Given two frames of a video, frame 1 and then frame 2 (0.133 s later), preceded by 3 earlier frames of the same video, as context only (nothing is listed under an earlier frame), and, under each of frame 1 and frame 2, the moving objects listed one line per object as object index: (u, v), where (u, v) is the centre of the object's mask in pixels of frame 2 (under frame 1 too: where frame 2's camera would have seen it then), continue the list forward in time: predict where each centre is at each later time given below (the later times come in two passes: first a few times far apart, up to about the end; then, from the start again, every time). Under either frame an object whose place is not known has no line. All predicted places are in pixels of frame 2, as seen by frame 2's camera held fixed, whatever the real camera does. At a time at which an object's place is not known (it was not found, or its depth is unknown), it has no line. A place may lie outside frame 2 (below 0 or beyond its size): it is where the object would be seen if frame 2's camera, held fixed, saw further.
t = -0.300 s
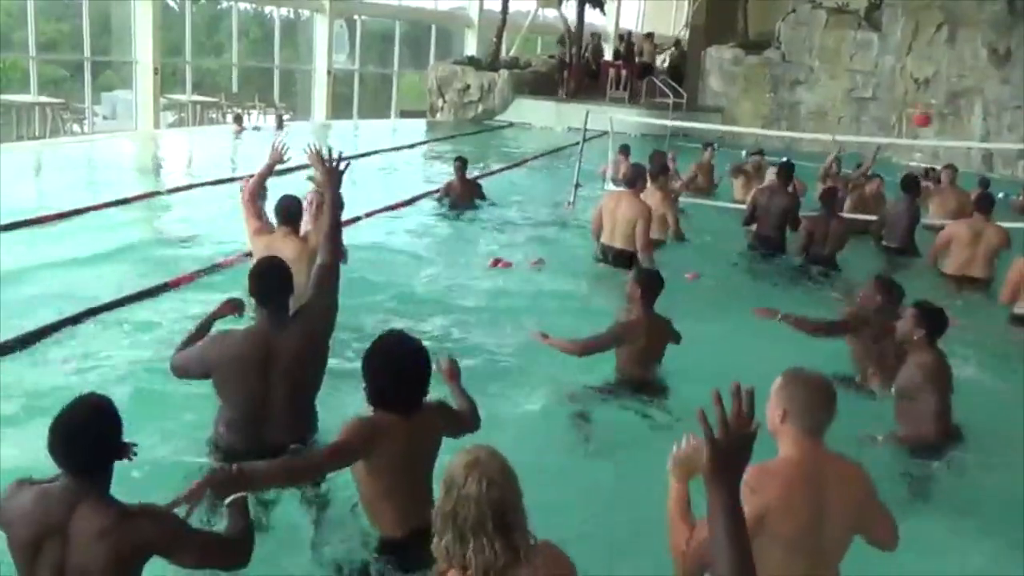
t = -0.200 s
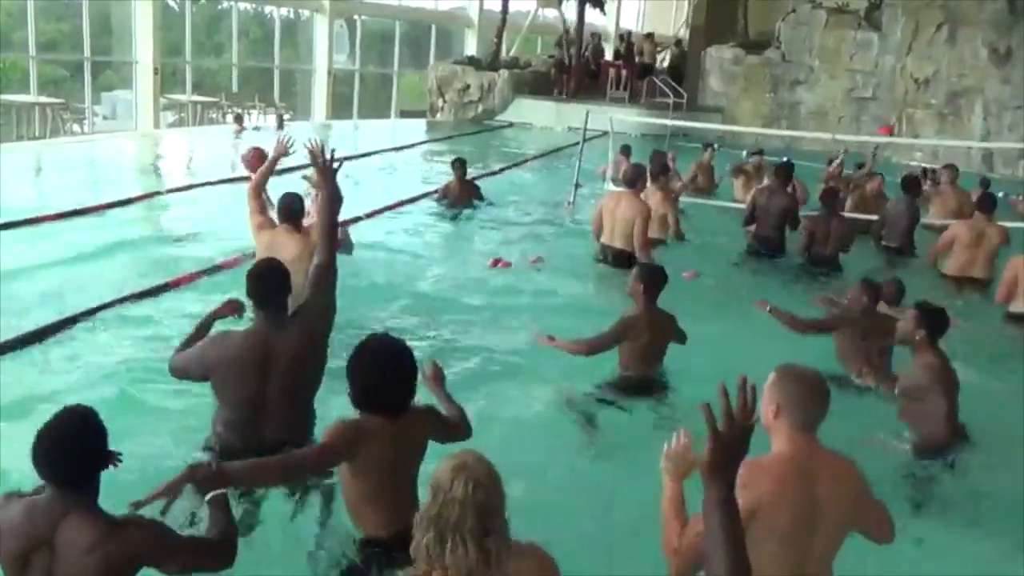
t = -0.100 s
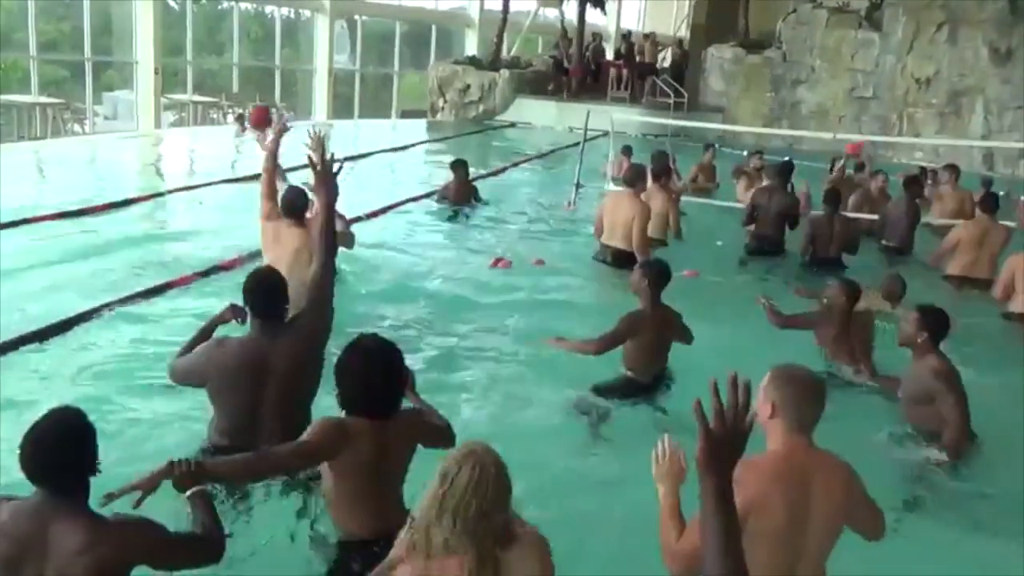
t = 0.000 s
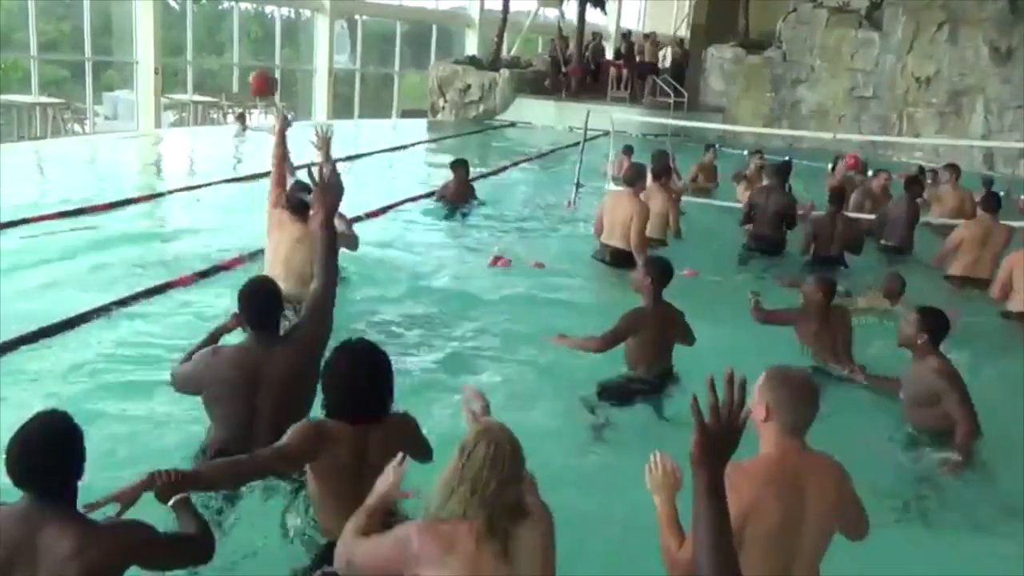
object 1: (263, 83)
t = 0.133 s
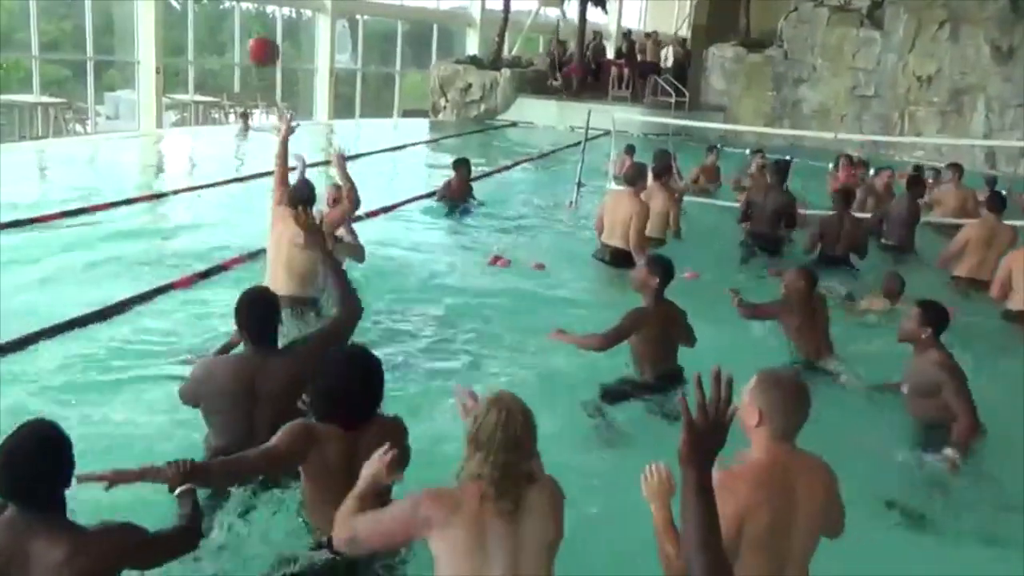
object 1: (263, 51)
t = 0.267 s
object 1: (263, 43)
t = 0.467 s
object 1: (262, 91)
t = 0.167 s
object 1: (263, 46)
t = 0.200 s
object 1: (263, 44)
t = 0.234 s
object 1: (263, 43)
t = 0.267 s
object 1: (263, 43)
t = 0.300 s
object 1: (263, 46)
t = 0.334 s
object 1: (262, 50)
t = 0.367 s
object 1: (262, 56)
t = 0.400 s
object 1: (262, 65)
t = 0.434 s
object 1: (261, 77)
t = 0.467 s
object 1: (262, 91)
